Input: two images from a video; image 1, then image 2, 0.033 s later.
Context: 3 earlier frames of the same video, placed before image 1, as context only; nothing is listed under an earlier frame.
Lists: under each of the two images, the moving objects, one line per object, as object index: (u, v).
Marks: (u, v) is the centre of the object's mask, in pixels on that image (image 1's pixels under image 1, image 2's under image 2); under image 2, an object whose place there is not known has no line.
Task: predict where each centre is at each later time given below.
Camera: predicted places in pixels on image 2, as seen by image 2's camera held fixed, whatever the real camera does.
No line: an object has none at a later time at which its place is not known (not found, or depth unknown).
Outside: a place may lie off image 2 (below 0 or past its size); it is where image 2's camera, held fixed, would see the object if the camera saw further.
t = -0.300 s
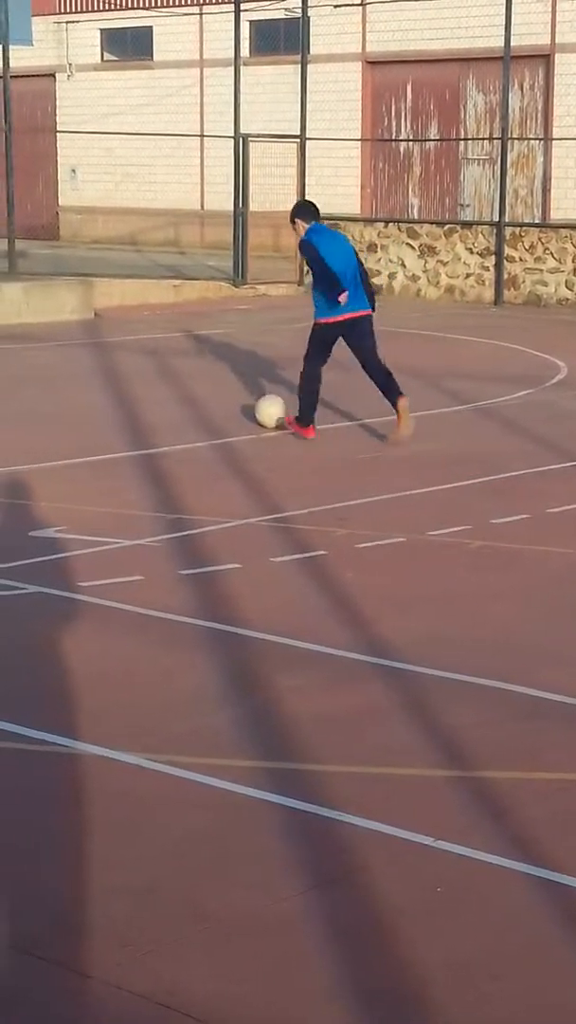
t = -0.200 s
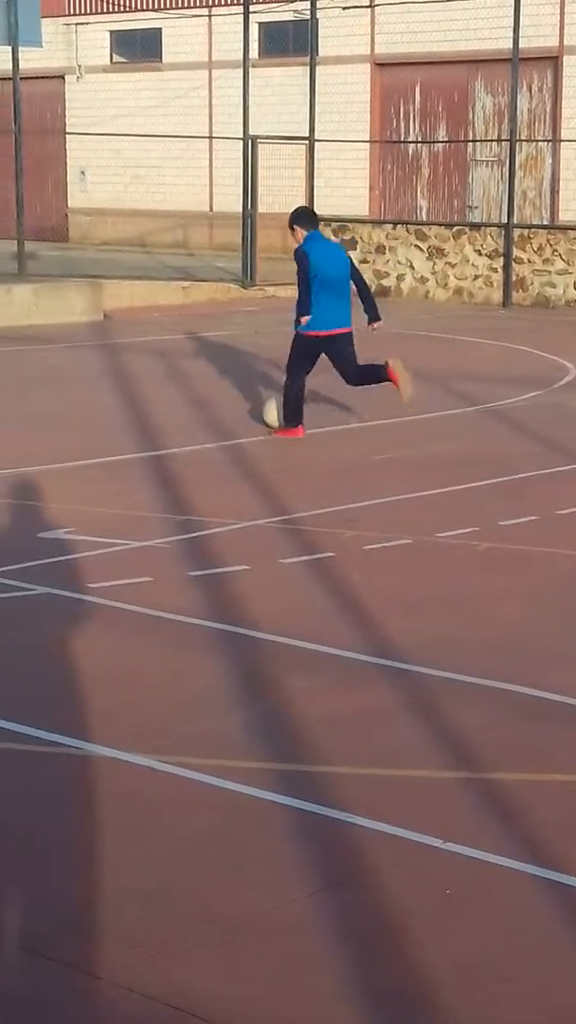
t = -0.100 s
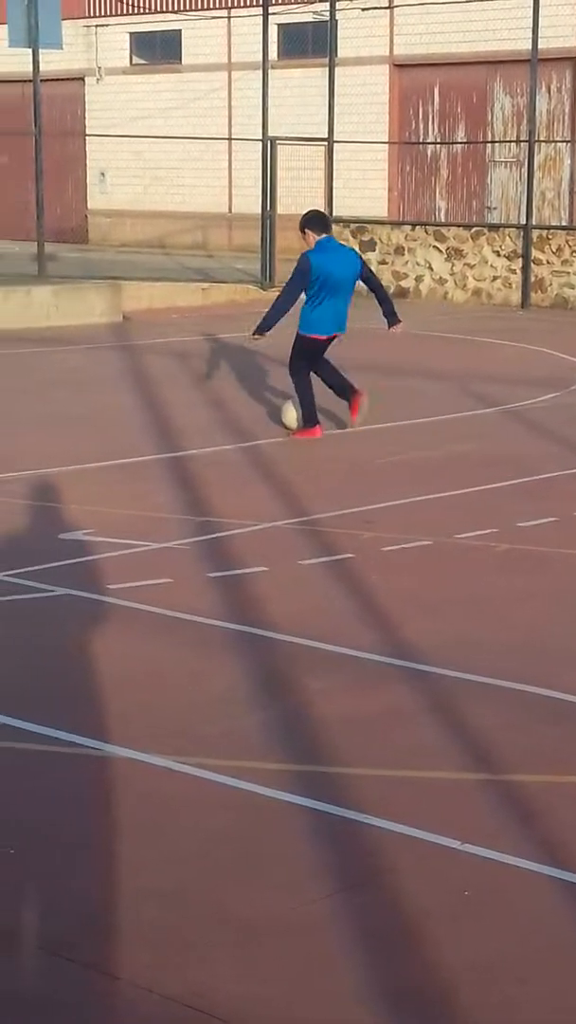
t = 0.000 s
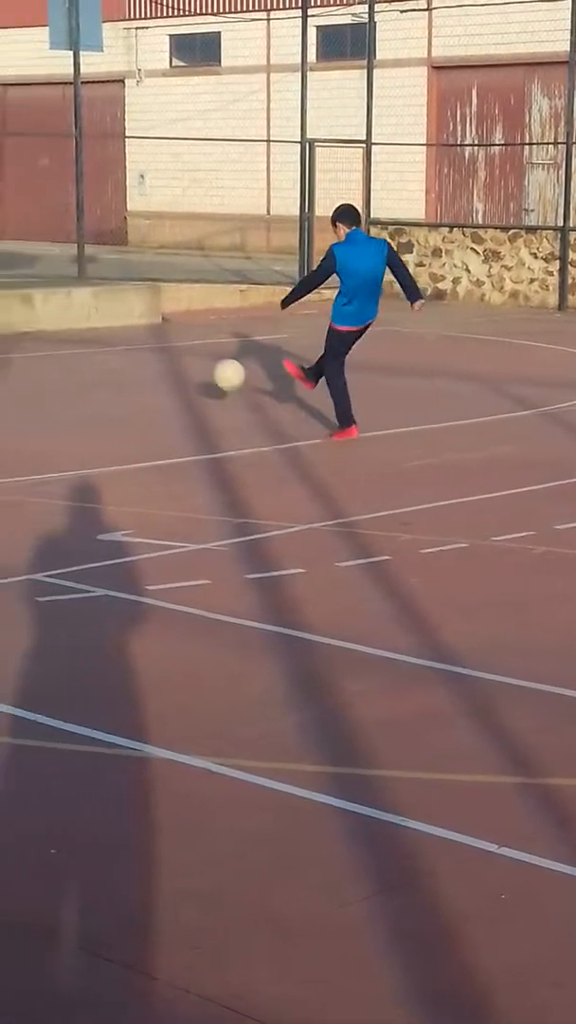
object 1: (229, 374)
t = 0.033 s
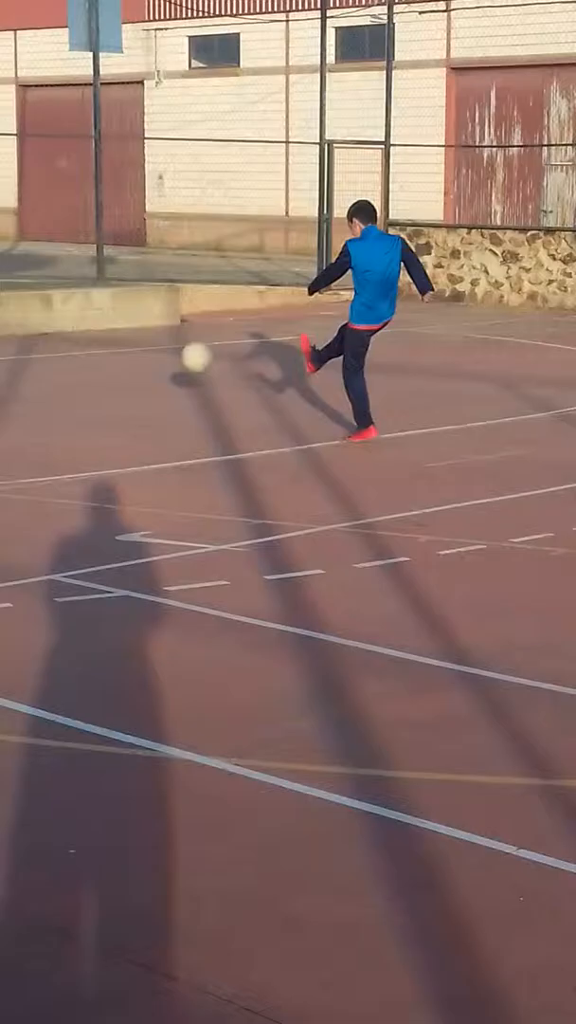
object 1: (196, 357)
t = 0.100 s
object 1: (108, 328)
